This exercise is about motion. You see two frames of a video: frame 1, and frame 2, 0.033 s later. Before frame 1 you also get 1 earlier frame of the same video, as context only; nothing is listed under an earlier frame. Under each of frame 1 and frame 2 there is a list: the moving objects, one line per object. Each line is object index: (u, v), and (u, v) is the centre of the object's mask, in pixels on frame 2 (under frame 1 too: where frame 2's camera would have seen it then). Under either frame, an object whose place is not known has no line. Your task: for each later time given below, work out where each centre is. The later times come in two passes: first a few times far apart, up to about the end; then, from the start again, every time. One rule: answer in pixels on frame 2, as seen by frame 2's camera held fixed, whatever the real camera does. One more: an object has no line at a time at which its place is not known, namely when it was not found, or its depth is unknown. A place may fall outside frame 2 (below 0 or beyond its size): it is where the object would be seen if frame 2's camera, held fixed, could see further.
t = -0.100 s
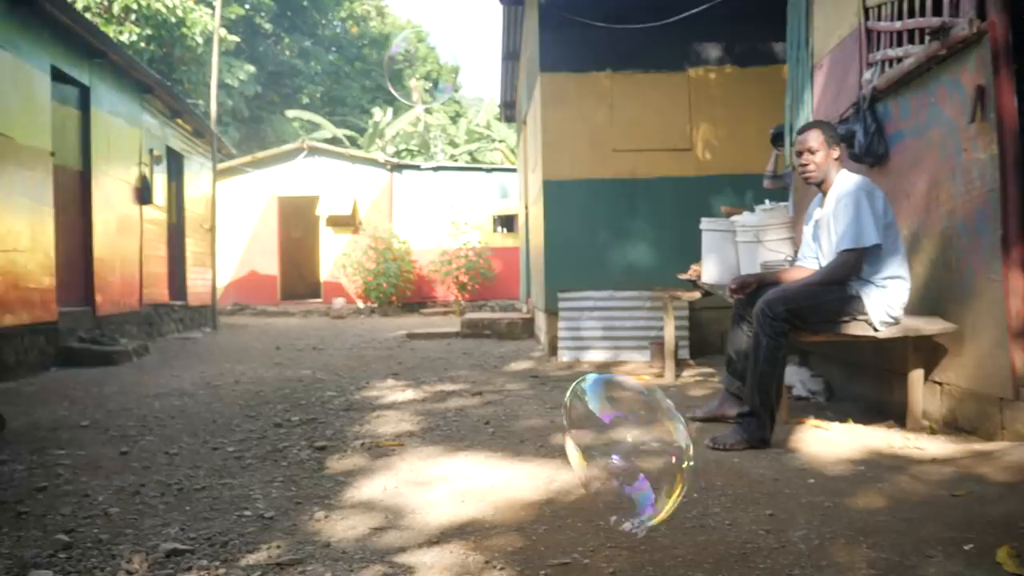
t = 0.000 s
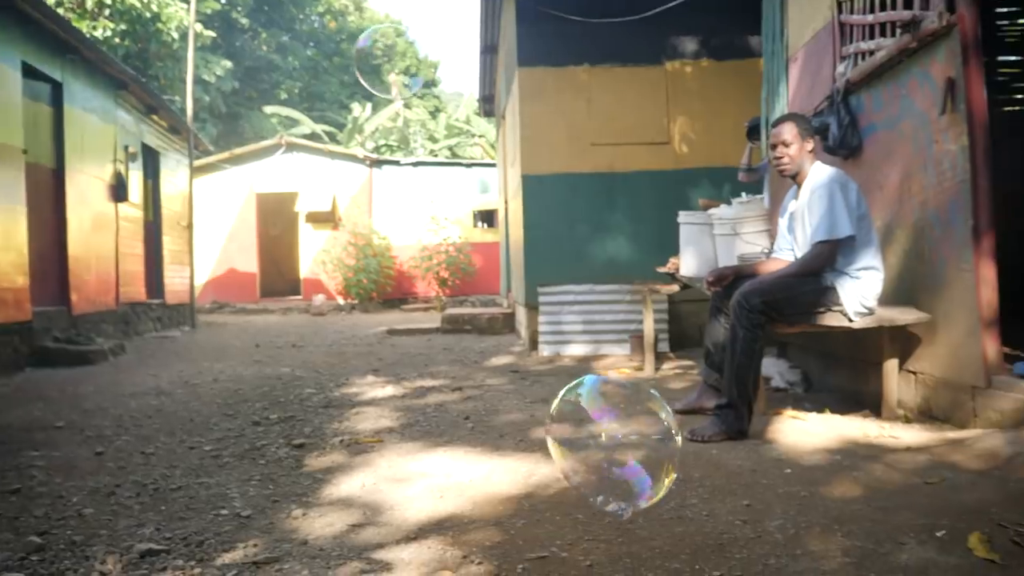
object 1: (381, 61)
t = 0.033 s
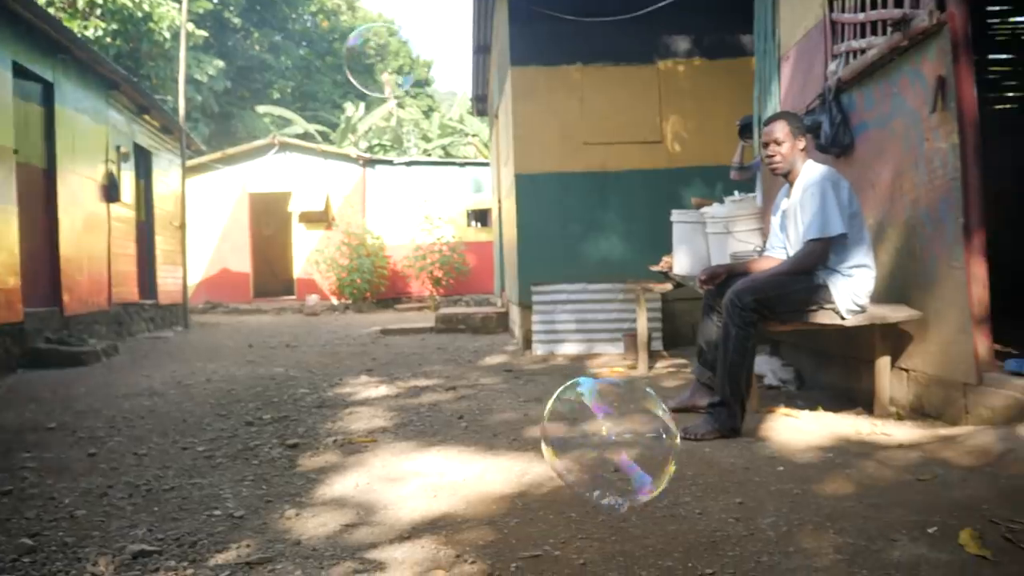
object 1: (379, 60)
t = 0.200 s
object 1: (367, 55)
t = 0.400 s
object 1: (354, 52)
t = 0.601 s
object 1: (342, 51)
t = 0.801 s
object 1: (332, 48)
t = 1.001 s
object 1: (322, 49)
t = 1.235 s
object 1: (311, 52)
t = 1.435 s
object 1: (304, 56)
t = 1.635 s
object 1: (298, 64)
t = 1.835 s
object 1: (294, 72)
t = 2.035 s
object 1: (293, 82)
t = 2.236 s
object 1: (295, 92)
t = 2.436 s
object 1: (301, 101)
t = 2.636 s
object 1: (307, 115)
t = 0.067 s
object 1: (376, 59)
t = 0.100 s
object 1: (374, 58)
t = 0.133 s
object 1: (372, 57)
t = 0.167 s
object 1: (369, 56)
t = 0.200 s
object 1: (367, 55)
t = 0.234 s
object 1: (364, 54)
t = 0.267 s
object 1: (362, 53)
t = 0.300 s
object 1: (359, 52)
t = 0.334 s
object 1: (358, 52)
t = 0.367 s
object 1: (355, 52)
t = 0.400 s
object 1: (354, 52)
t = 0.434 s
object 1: (352, 52)
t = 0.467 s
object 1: (349, 51)
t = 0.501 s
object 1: (348, 51)
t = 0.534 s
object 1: (346, 51)
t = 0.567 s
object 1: (344, 51)
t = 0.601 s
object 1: (342, 51)
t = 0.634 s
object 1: (341, 50)
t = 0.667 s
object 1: (339, 50)
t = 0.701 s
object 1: (337, 49)
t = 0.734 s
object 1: (336, 49)
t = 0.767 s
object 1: (334, 49)
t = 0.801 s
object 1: (332, 48)
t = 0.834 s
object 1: (330, 49)
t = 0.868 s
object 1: (329, 49)
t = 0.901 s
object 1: (327, 49)
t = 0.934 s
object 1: (325, 49)
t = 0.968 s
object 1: (324, 49)
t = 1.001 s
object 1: (322, 49)
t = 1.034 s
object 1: (320, 49)
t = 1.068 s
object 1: (318, 49)
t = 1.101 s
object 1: (317, 49)
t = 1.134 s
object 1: (315, 50)
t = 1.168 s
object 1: (314, 50)
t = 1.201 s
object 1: (313, 51)
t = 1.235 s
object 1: (311, 52)
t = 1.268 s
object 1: (310, 52)
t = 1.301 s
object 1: (309, 53)
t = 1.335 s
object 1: (308, 54)
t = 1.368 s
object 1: (306, 54)
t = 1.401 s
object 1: (305, 55)
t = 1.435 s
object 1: (304, 56)
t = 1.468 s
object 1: (303, 57)
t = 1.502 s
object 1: (302, 58)
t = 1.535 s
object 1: (301, 60)
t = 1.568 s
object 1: (300, 61)
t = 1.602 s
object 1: (299, 62)
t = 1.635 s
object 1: (298, 64)
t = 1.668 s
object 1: (297, 65)
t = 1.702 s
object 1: (297, 66)
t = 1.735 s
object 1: (296, 68)
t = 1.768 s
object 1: (295, 69)
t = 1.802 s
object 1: (295, 70)
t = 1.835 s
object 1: (294, 72)
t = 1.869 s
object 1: (294, 74)
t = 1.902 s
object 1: (294, 76)
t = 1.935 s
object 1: (294, 77)
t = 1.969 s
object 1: (294, 79)
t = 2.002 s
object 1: (293, 81)
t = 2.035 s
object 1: (293, 82)
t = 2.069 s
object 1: (293, 84)
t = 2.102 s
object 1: (294, 86)
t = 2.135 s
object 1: (294, 87)
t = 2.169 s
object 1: (294, 89)
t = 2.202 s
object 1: (295, 90)
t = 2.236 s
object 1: (295, 92)
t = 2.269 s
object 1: (297, 94)
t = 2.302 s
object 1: (297, 95)
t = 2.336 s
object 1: (298, 97)
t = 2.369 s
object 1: (299, 98)
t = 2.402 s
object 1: (300, 100)
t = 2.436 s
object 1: (301, 101)
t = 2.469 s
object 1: (302, 103)
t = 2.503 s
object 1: (303, 104)
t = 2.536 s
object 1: (304, 106)
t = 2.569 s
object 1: (305, 111)
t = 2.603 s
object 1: (305, 115)
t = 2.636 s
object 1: (307, 115)
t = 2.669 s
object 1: (308, 116)
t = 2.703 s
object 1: (306, 110)
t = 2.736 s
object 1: (308, 113)
